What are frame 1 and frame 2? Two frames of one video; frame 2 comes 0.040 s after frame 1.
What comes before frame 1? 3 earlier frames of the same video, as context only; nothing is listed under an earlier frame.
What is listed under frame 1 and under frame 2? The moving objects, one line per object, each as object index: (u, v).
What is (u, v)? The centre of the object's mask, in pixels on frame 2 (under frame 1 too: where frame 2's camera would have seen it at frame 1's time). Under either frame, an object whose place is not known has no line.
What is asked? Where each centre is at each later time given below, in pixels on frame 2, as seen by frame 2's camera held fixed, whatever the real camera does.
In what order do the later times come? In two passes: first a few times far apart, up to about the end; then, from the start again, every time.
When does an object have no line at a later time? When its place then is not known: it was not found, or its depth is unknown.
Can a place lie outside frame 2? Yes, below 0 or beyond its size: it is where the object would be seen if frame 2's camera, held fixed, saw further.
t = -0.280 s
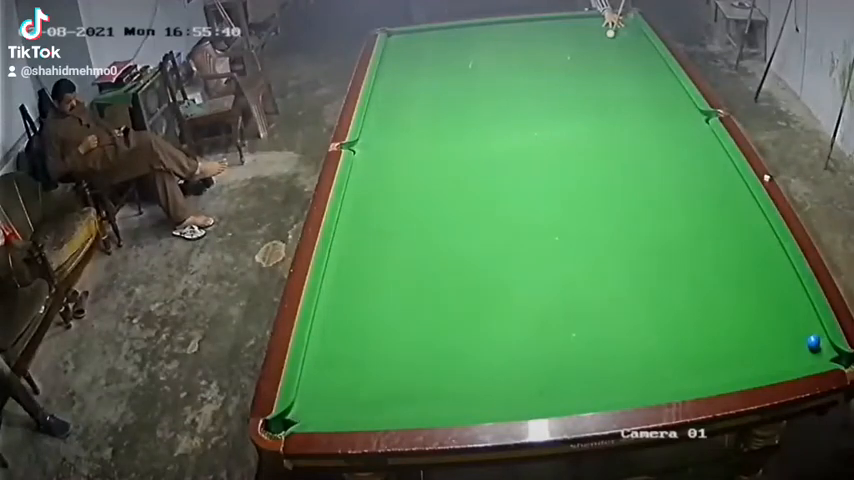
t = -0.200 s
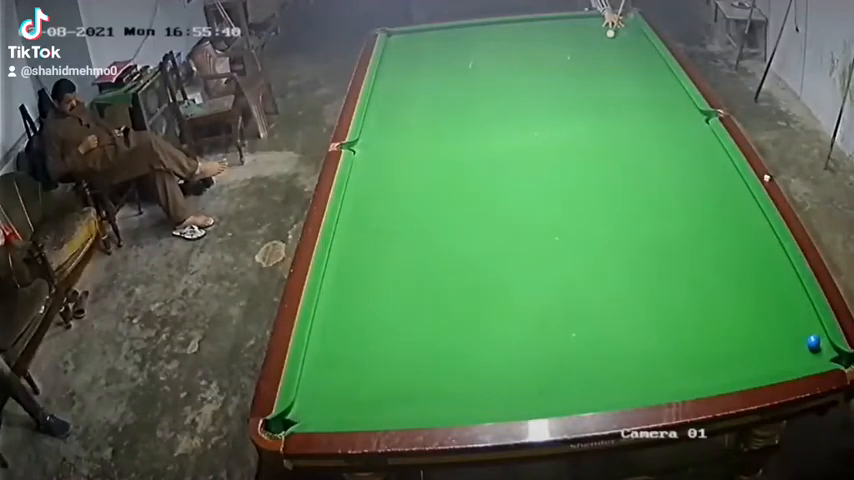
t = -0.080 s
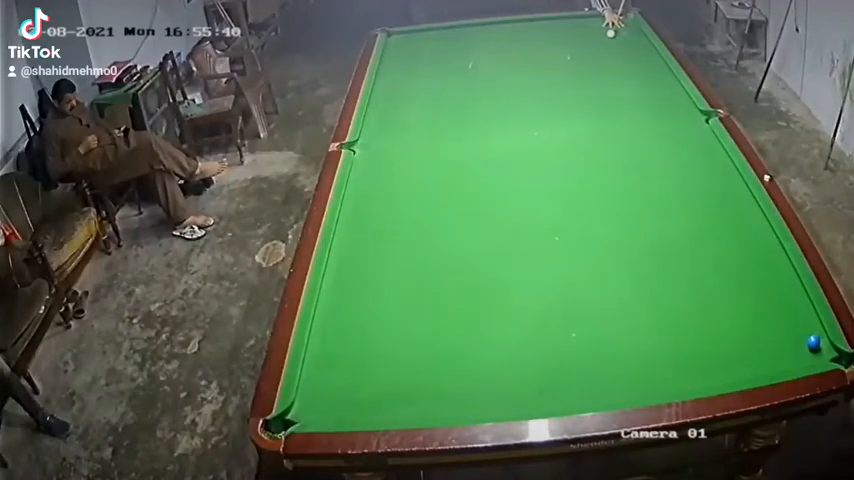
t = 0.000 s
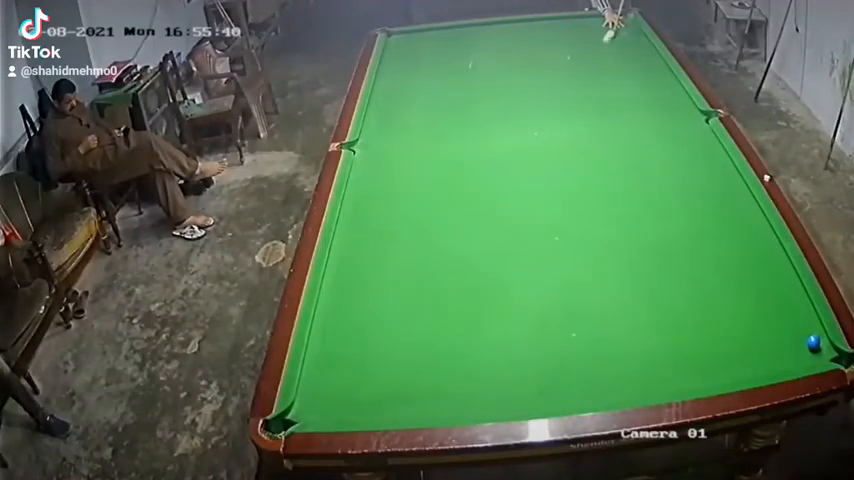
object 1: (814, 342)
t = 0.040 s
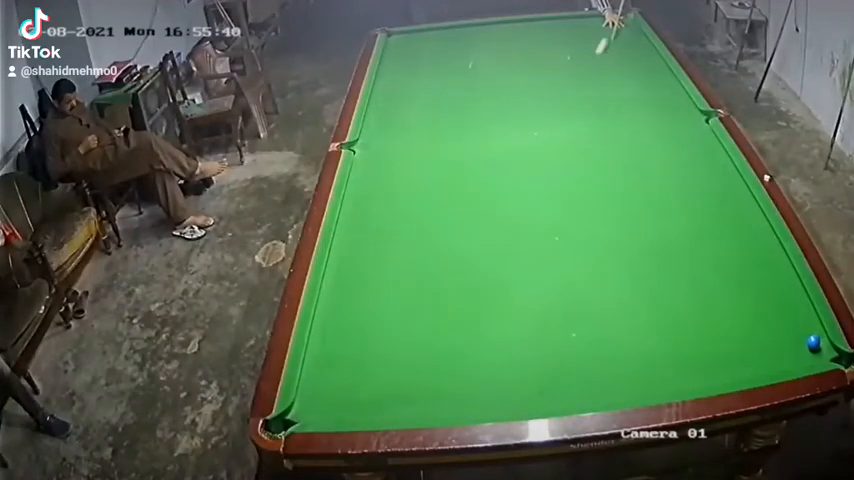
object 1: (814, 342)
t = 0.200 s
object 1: (814, 342)
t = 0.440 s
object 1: (814, 342)
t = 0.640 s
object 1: (814, 342)
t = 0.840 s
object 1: (814, 342)
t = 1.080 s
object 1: (814, 342)
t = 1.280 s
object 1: (813, 342)
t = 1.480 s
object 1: (813, 342)
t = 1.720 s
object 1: (813, 342)
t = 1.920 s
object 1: (813, 342)
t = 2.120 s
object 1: (813, 342)
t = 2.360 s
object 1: (813, 342)
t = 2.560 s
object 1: (813, 342)
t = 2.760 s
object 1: (813, 342)
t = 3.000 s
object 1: (813, 342)
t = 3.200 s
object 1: (813, 342)
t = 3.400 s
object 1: (813, 342)
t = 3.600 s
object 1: (813, 342)
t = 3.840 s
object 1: (813, 342)
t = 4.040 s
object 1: (813, 342)
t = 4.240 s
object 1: (813, 342)
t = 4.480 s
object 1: (813, 342)
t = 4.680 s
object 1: (813, 342)
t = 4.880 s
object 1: (817, 354)
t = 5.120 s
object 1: (823, 351)
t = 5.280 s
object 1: (831, 350)
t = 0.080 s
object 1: (814, 342)
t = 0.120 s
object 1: (814, 342)
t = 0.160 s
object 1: (814, 342)
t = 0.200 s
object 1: (814, 342)
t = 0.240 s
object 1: (814, 342)
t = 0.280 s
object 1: (814, 342)
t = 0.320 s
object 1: (814, 342)
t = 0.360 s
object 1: (814, 342)
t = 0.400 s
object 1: (814, 342)
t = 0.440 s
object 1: (814, 342)
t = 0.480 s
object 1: (814, 342)
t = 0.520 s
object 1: (813, 342)
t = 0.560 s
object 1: (814, 342)
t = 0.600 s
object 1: (814, 342)
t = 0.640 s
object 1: (814, 342)
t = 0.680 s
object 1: (814, 342)
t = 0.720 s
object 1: (814, 342)
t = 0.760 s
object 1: (814, 342)
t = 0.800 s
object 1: (814, 342)
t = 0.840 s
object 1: (814, 342)
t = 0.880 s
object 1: (814, 342)
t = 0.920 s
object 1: (813, 342)
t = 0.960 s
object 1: (813, 342)
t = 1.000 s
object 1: (814, 342)
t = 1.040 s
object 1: (813, 342)
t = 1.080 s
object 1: (814, 342)
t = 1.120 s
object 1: (813, 342)
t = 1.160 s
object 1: (814, 342)
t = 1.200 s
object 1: (813, 342)
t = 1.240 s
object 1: (814, 342)
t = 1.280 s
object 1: (813, 342)
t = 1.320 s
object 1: (813, 342)
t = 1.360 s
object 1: (814, 342)
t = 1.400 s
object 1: (813, 342)
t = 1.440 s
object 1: (813, 342)
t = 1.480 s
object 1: (813, 342)
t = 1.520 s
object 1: (814, 342)
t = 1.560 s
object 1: (814, 342)
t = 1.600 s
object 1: (813, 342)
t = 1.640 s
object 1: (813, 342)
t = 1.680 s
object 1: (814, 342)
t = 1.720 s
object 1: (813, 342)
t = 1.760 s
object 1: (813, 342)
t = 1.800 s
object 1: (813, 342)
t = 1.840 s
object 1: (813, 342)
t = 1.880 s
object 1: (813, 342)
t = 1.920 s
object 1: (813, 342)
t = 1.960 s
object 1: (813, 342)
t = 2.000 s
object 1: (813, 342)
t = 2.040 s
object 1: (813, 342)
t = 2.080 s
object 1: (813, 342)
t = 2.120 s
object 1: (813, 342)
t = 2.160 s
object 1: (813, 342)
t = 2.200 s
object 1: (813, 342)
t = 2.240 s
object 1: (813, 342)
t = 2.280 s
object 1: (813, 342)
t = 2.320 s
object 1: (813, 342)
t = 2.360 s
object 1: (813, 342)
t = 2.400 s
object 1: (813, 342)
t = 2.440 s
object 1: (813, 342)
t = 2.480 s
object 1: (813, 342)
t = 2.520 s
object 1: (813, 342)
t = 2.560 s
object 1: (813, 342)
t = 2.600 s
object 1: (813, 342)
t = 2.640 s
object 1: (813, 342)
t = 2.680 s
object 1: (813, 342)
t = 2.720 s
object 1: (813, 342)
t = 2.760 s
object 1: (813, 342)
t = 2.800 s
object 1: (813, 342)
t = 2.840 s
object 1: (813, 342)
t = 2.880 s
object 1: (813, 342)
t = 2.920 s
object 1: (813, 342)
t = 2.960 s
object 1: (813, 342)
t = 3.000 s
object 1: (813, 342)
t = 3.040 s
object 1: (813, 342)
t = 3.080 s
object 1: (813, 342)
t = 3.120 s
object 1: (813, 342)
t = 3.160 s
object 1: (813, 342)
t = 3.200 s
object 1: (813, 342)
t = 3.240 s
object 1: (813, 342)
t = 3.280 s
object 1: (813, 342)
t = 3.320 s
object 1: (813, 342)
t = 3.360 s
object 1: (813, 342)
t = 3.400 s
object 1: (813, 342)
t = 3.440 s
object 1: (813, 342)
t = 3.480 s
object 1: (813, 342)
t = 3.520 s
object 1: (813, 342)
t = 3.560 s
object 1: (813, 342)
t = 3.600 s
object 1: (813, 342)
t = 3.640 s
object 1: (813, 342)
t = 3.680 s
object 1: (813, 342)
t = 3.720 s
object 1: (813, 342)
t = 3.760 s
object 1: (813, 342)
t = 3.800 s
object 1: (814, 342)
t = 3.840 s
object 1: (813, 342)
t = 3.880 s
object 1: (813, 342)
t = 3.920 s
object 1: (813, 342)
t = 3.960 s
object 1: (813, 342)
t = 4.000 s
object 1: (813, 342)
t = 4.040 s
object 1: (813, 342)
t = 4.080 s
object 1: (813, 342)
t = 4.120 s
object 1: (813, 342)
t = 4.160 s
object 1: (813, 342)
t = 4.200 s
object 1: (813, 342)
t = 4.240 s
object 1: (813, 342)
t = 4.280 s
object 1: (813, 342)
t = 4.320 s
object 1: (813, 342)
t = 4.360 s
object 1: (813, 342)
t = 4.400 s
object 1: (814, 342)
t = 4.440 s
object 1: (814, 342)
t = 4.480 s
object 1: (813, 342)
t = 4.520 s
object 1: (813, 342)
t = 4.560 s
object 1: (813, 342)
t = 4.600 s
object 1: (814, 342)
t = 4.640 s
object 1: (813, 342)
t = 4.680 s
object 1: (813, 342)
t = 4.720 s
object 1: (813, 342)
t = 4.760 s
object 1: (813, 342)
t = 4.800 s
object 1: (814, 343)
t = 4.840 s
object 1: (815, 349)
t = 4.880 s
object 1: (817, 354)
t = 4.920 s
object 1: (817, 354)
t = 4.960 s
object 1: (818, 353)
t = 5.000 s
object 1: (818, 351)
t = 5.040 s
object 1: (820, 351)
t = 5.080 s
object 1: (822, 351)
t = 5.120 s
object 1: (823, 351)
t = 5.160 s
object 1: (826, 351)
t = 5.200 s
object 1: (828, 351)
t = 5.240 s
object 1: (829, 350)
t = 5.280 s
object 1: (831, 350)
